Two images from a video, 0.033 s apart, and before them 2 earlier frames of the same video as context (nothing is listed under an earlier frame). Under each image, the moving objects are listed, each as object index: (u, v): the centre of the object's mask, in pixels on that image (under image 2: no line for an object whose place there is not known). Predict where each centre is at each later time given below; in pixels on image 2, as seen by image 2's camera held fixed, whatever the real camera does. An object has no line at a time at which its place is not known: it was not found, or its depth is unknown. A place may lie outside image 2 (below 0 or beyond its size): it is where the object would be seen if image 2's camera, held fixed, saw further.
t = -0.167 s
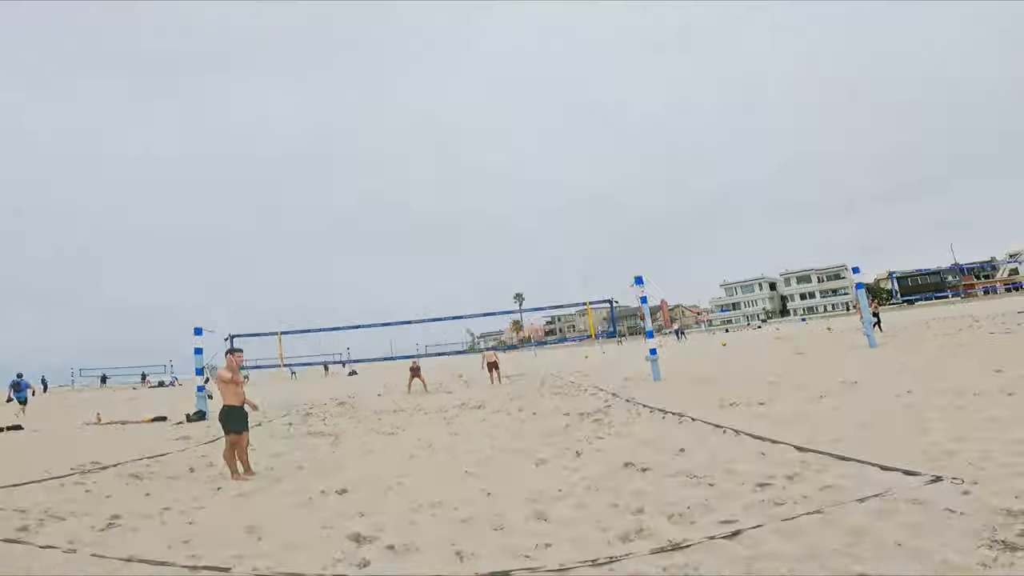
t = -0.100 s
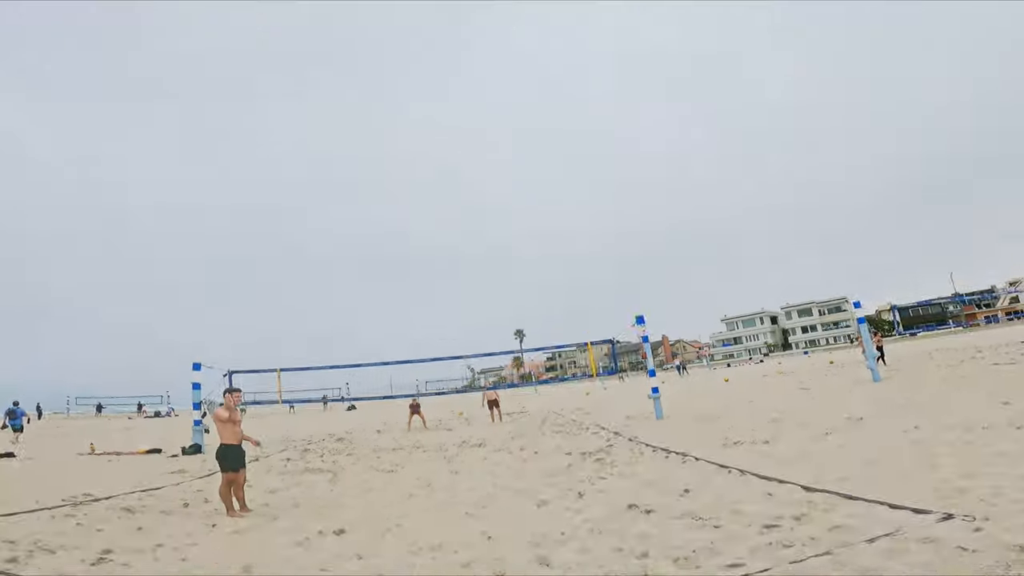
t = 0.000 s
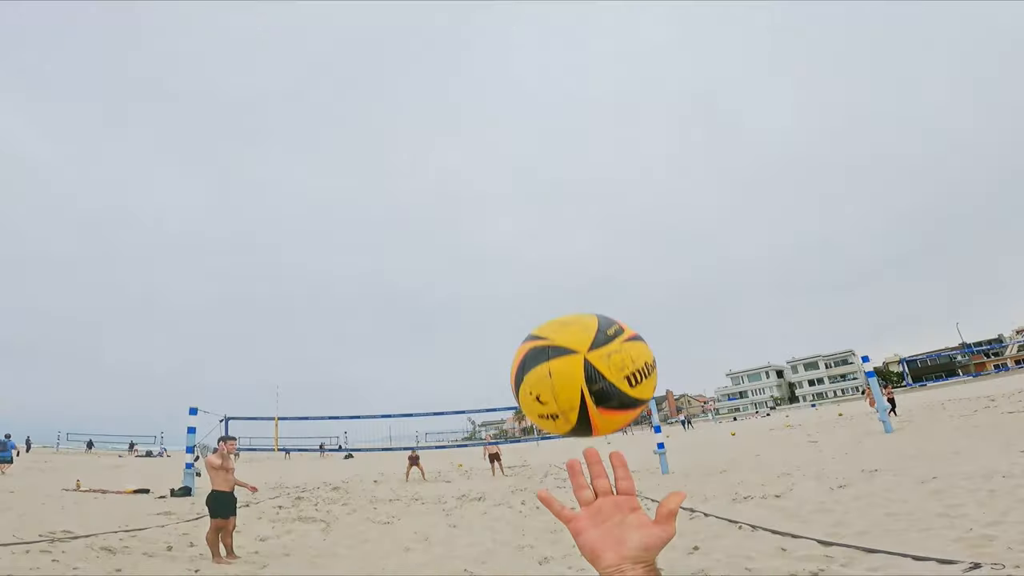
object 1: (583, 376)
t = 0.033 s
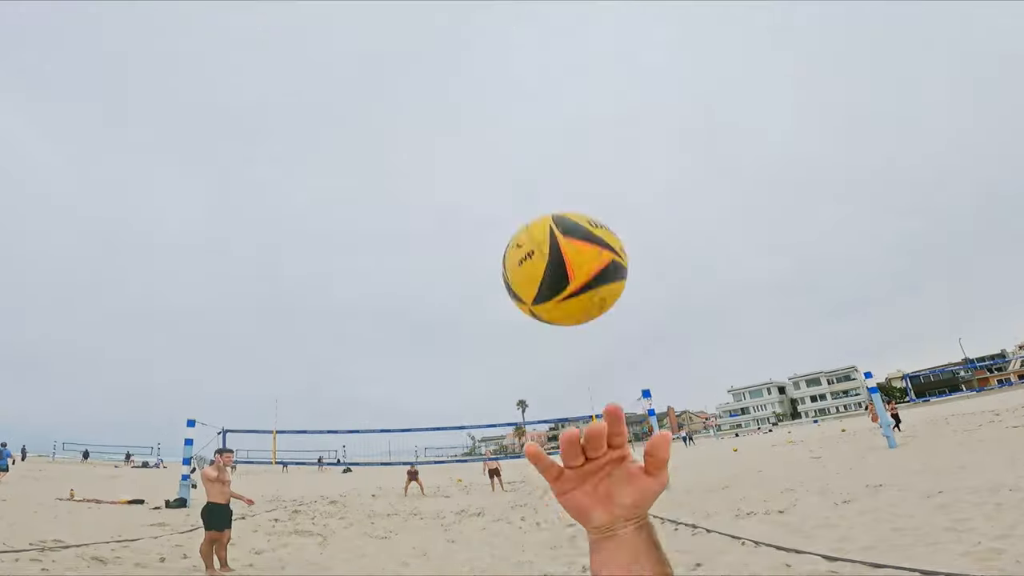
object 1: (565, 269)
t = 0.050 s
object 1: (557, 226)
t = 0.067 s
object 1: (551, 188)
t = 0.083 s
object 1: (545, 158)
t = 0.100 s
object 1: (540, 131)
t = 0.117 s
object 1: (536, 109)
